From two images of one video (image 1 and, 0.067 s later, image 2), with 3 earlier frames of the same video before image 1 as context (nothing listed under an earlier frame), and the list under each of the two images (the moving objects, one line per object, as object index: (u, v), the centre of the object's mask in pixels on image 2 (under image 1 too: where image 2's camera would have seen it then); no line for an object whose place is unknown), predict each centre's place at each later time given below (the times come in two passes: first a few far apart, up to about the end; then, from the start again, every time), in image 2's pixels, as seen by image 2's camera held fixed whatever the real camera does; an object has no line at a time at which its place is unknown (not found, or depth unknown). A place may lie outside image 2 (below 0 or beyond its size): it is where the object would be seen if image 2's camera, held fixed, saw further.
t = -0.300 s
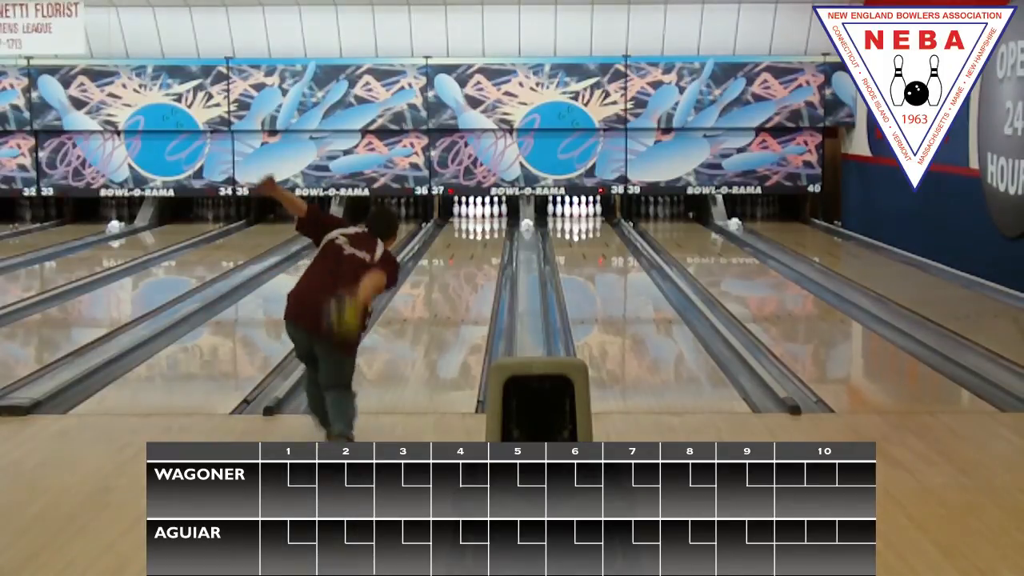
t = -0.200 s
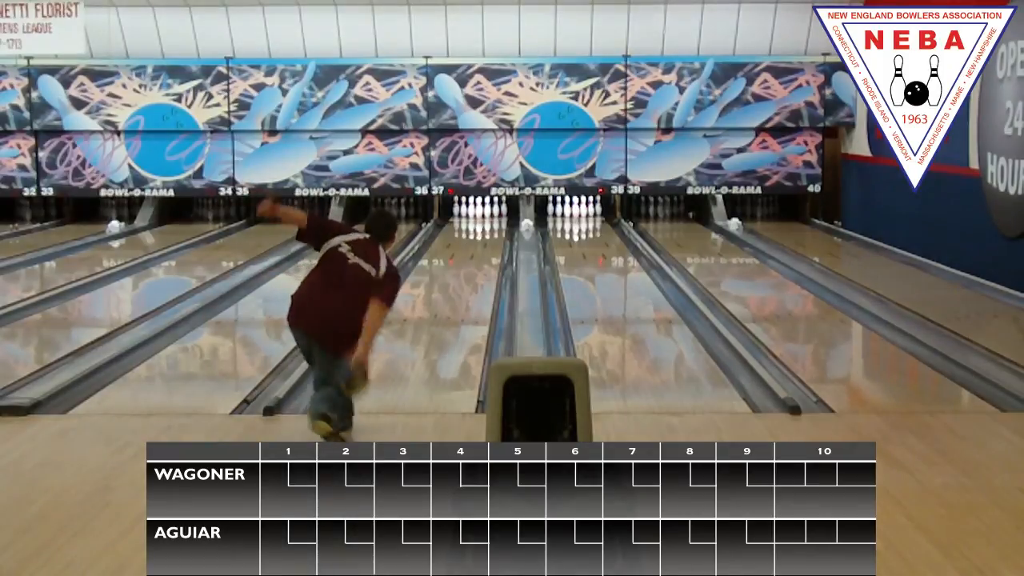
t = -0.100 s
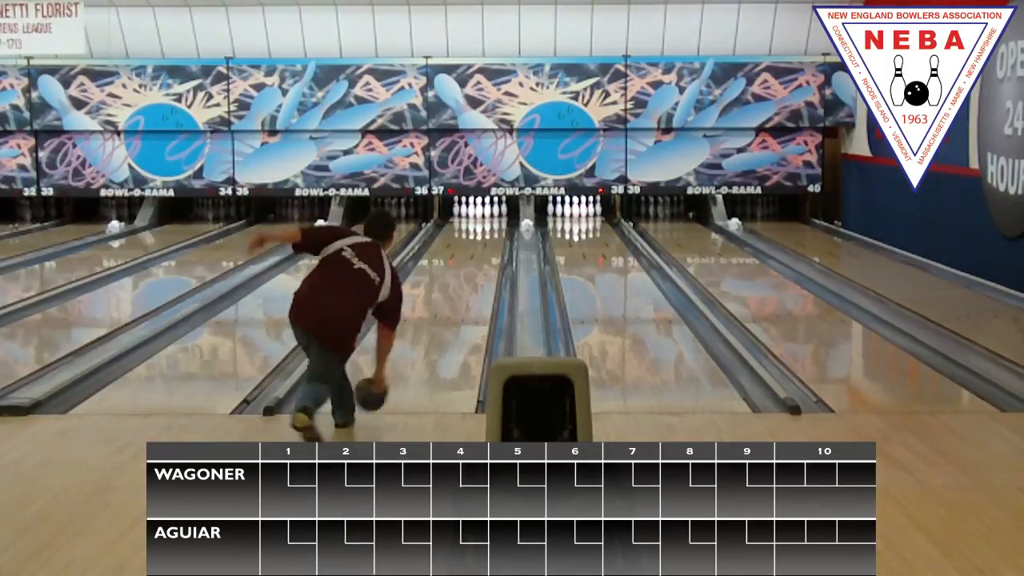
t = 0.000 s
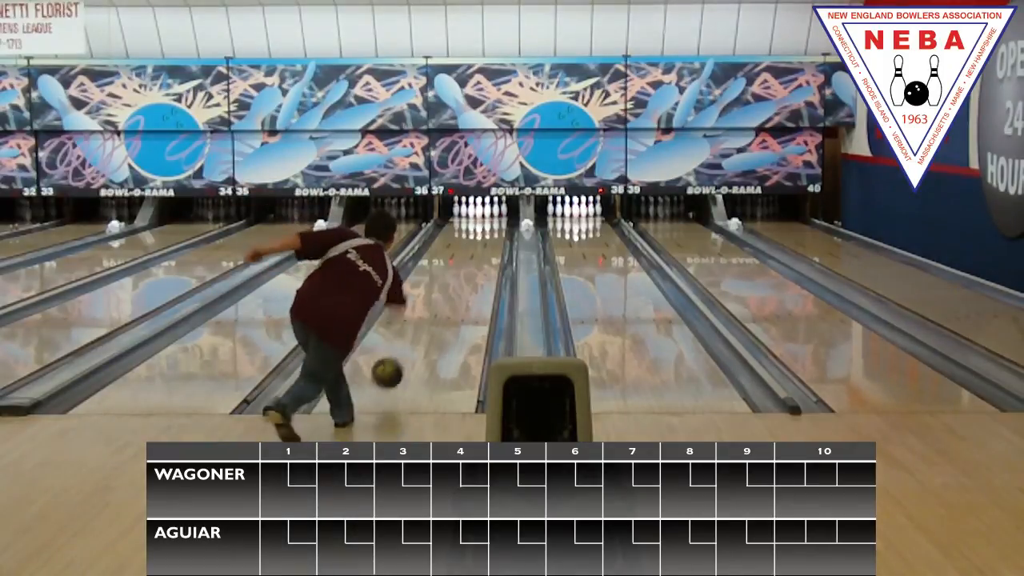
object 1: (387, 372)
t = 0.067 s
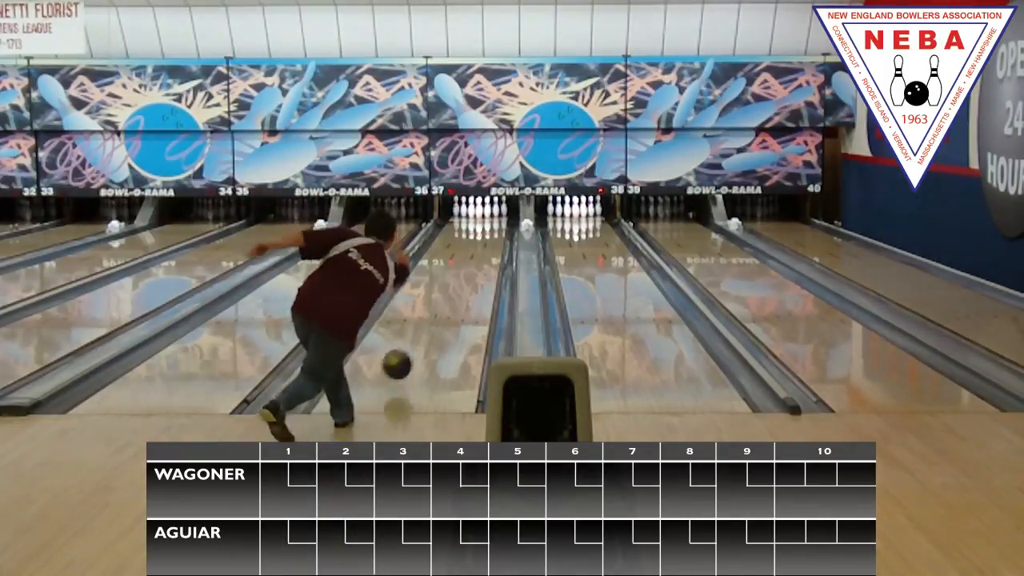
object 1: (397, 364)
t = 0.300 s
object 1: (424, 336)
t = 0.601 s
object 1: (448, 302)
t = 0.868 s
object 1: (463, 279)
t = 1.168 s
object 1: (476, 260)
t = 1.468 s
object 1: (485, 245)
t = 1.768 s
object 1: (490, 232)
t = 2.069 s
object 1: (491, 223)
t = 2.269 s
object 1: (488, 218)
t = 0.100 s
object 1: (401, 362)
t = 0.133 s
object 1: (405, 361)
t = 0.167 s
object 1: (410, 355)
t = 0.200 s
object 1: (413, 350)
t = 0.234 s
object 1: (417, 345)
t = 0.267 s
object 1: (421, 341)
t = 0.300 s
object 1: (424, 336)
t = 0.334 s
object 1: (427, 332)
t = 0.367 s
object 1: (430, 327)
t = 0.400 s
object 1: (433, 324)
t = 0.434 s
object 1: (436, 320)
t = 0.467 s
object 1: (438, 315)
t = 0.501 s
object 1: (441, 312)
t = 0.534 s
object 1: (443, 309)
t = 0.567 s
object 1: (446, 305)
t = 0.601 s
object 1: (448, 302)
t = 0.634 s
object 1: (450, 299)
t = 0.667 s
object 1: (453, 296)
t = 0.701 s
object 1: (454, 292)
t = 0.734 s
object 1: (456, 290)
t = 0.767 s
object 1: (458, 287)
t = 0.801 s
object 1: (460, 284)
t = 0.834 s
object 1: (462, 282)
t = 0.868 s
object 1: (463, 279)
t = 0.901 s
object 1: (465, 276)
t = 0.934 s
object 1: (466, 274)
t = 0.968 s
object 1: (468, 272)
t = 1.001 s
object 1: (470, 270)
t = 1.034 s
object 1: (471, 268)
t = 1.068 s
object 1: (472, 265)
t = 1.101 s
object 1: (473, 263)
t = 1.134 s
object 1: (475, 262)
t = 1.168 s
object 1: (476, 260)
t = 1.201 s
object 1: (477, 258)
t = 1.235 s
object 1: (478, 257)
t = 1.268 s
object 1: (480, 254)
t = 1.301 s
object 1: (480, 252)
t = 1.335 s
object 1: (481, 250)
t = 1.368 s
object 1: (482, 249)
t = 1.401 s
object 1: (483, 248)
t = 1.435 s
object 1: (484, 247)
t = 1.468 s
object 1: (485, 245)
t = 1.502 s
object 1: (486, 244)
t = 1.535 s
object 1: (487, 242)
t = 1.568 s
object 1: (487, 241)
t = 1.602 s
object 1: (488, 240)
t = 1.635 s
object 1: (488, 238)
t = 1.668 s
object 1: (489, 237)
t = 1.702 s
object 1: (489, 235)
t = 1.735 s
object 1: (490, 234)
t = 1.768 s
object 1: (490, 232)
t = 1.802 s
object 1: (490, 231)
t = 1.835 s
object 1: (490, 230)
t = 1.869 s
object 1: (490, 229)
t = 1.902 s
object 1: (491, 228)
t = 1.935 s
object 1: (491, 227)
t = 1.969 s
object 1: (491, 226)
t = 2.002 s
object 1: (492, 225)
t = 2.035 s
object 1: (491, 224)
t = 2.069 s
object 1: (491, 223)
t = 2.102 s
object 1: (491, 222)
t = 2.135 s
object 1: (490, 221)
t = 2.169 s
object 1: (490, 220)
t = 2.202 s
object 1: (490, 219)
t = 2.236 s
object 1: (489, 219)
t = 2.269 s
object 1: (488, 218)
